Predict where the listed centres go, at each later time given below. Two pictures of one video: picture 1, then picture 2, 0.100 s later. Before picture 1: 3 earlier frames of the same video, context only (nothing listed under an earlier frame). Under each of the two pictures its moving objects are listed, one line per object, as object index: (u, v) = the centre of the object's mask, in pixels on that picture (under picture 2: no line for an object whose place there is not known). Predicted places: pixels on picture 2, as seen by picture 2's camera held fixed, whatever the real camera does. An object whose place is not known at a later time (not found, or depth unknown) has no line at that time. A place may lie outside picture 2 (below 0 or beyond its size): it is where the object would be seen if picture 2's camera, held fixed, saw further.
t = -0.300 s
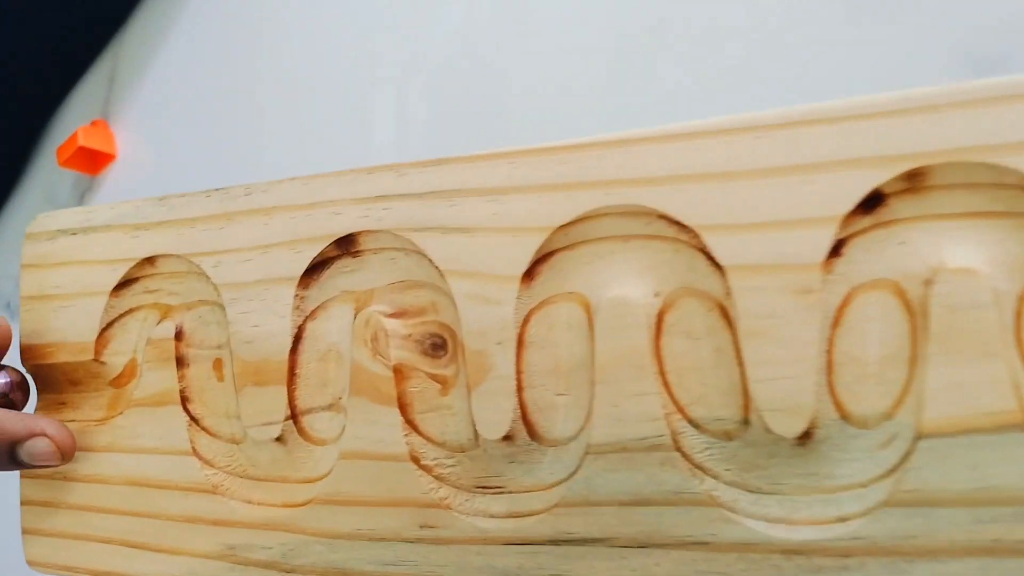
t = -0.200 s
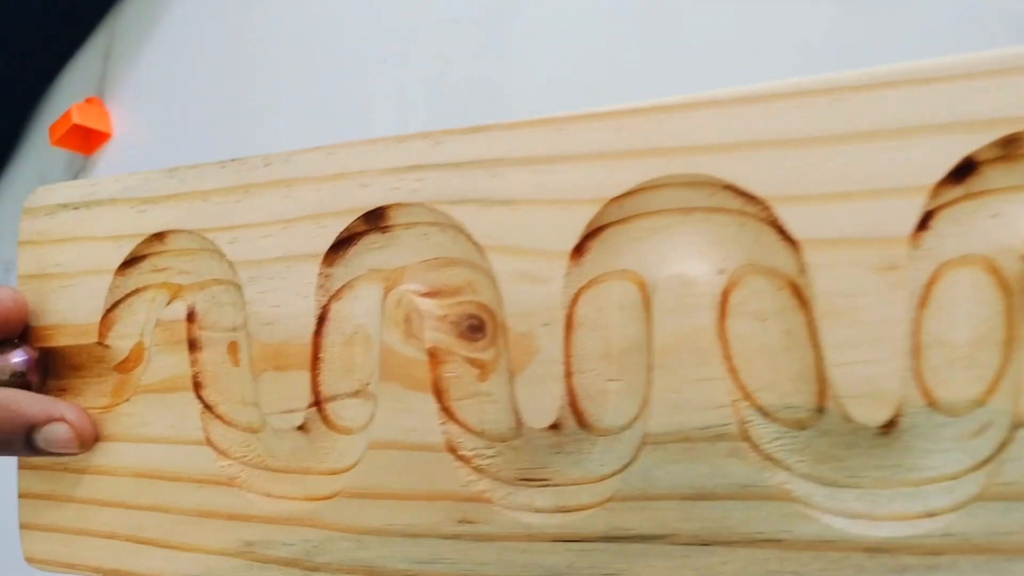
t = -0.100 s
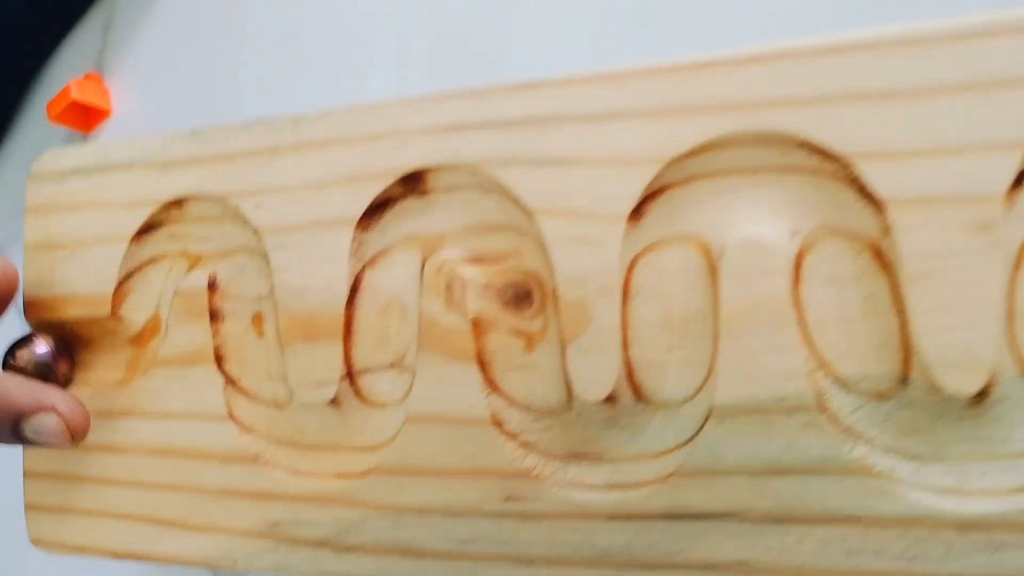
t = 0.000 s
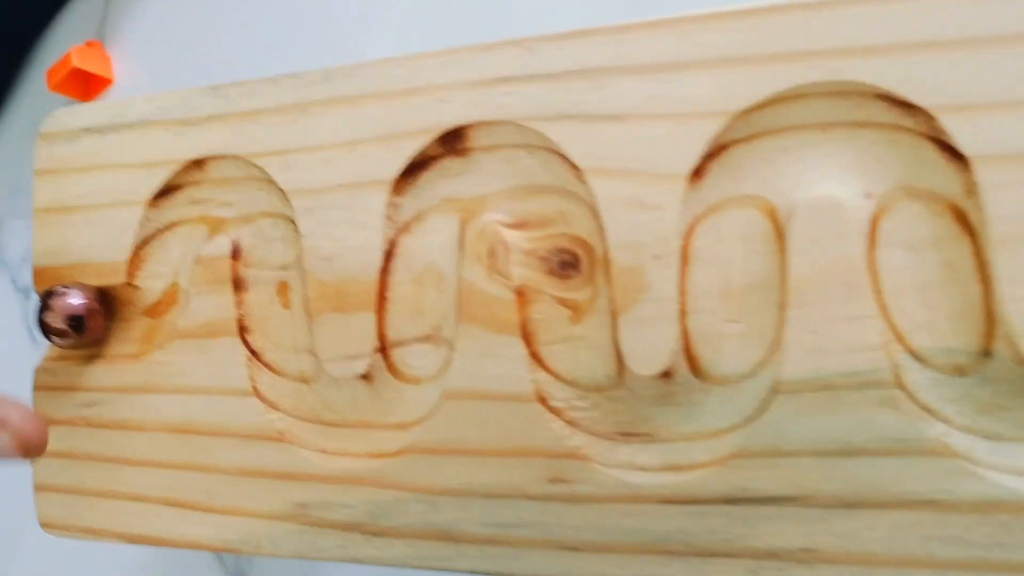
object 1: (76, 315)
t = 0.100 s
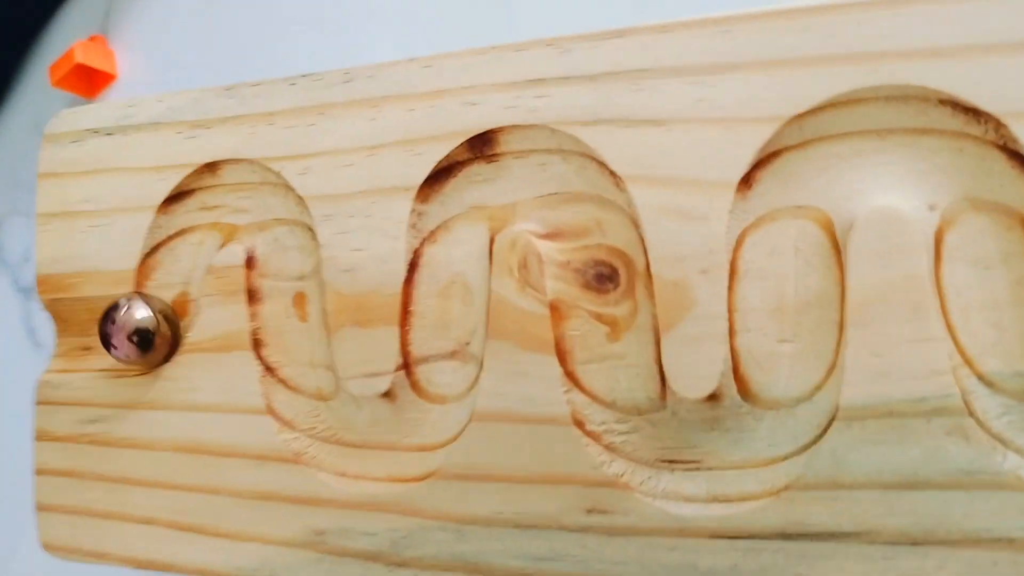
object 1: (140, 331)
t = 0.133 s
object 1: (157, 306)
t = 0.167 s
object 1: (163, 277)
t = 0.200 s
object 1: (159, 247)
